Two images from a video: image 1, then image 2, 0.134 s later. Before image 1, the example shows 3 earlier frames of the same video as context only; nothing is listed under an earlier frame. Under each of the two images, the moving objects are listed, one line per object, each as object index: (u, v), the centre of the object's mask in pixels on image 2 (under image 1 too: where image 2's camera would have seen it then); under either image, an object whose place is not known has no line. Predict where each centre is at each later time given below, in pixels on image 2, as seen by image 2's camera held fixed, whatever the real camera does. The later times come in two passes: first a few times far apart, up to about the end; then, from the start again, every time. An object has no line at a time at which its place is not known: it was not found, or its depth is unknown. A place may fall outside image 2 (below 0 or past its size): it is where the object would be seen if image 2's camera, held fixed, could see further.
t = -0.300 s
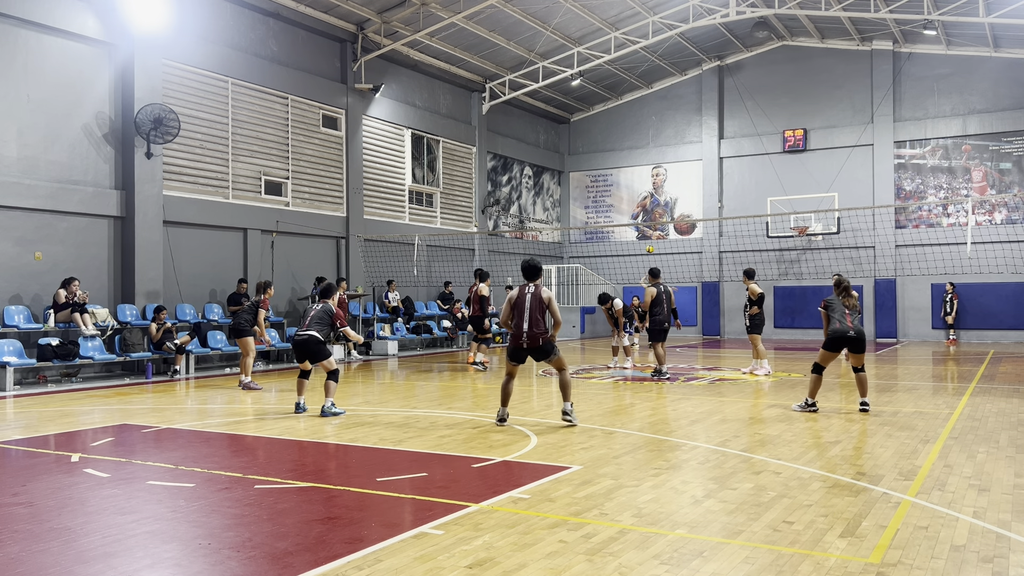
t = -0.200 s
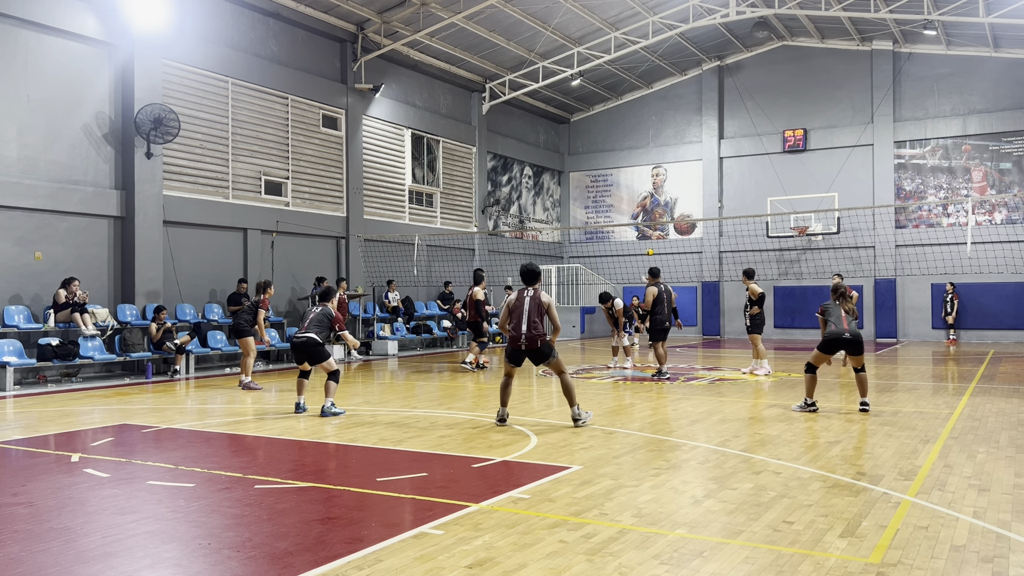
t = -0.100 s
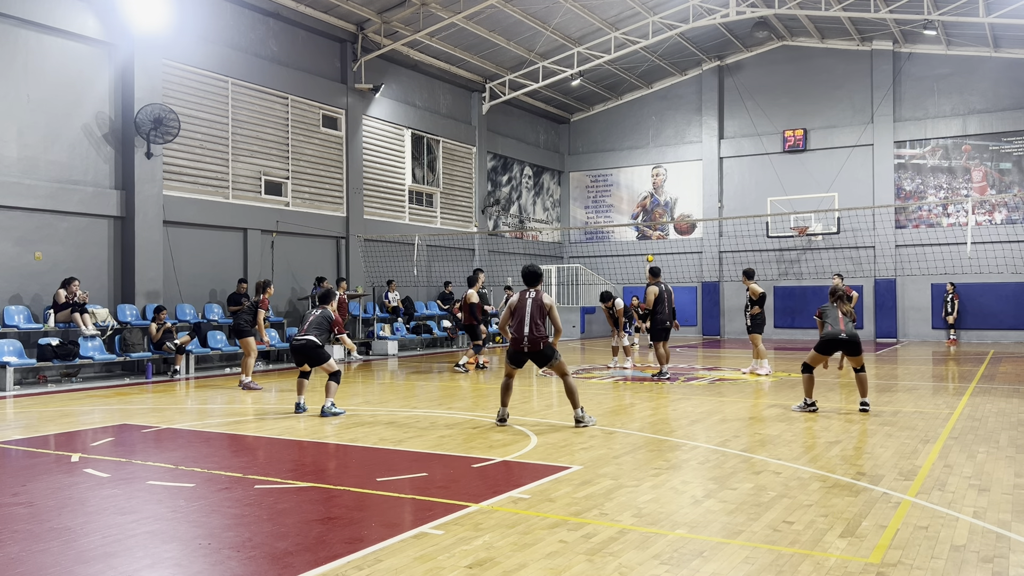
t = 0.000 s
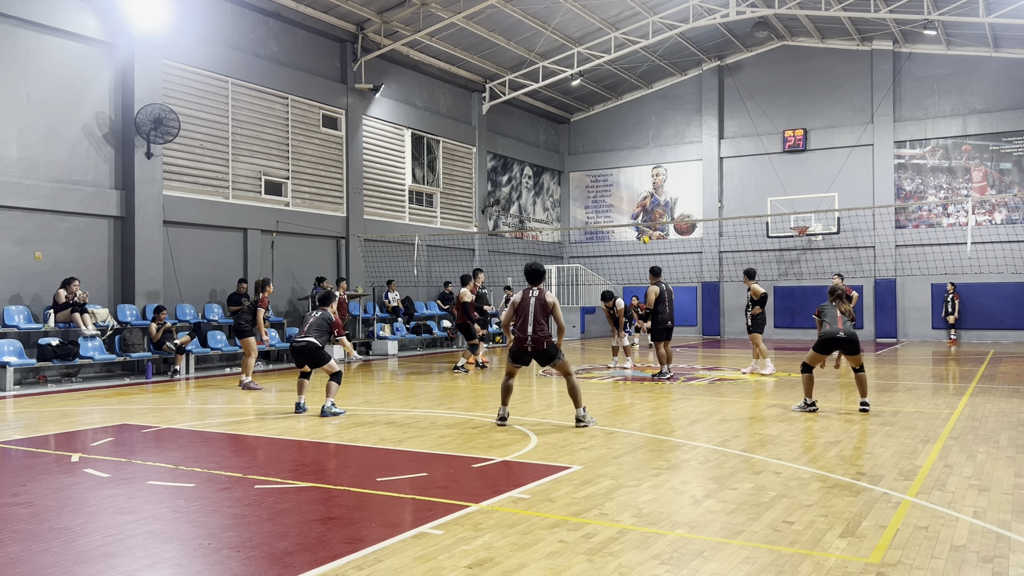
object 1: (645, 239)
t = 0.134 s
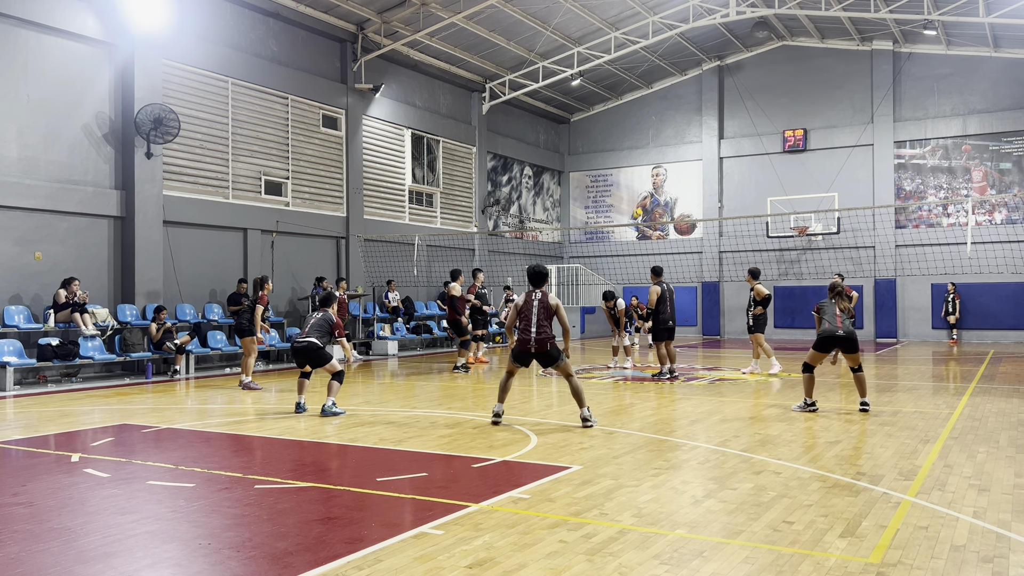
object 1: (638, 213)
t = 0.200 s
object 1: (633, 199)
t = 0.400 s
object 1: (616, 167)
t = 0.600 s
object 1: (592, 154)
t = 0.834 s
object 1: (558, 166)
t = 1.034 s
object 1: (524, 214)
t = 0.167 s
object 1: (636, 206)
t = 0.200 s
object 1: (633, 199)
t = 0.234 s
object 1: (631, 193)
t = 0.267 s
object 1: (629, 187)
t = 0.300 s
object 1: (626, 182)
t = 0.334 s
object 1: (623, 176)
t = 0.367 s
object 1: (620, 171)
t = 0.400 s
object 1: (616, 167)
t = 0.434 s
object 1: (613, 163)
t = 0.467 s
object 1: (608, 160)
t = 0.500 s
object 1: (604, 157)
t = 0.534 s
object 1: (600, 155)
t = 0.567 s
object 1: (596, 154)
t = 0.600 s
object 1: (592, 154)
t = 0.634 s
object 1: (587, 153)
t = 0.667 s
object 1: (583, 154)
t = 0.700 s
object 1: (578, 155)
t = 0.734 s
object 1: (574, 157)
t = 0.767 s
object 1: (569, 159)
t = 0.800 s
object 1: (564, 162)
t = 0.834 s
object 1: (558, 166)
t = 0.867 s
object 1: (553, 171)
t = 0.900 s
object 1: (548, 177)
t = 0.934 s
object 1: (542, 184)
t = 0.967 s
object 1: (536, 193)
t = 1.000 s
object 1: (530, 203)
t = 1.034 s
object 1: (524, 214)
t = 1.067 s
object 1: (517, 227)
